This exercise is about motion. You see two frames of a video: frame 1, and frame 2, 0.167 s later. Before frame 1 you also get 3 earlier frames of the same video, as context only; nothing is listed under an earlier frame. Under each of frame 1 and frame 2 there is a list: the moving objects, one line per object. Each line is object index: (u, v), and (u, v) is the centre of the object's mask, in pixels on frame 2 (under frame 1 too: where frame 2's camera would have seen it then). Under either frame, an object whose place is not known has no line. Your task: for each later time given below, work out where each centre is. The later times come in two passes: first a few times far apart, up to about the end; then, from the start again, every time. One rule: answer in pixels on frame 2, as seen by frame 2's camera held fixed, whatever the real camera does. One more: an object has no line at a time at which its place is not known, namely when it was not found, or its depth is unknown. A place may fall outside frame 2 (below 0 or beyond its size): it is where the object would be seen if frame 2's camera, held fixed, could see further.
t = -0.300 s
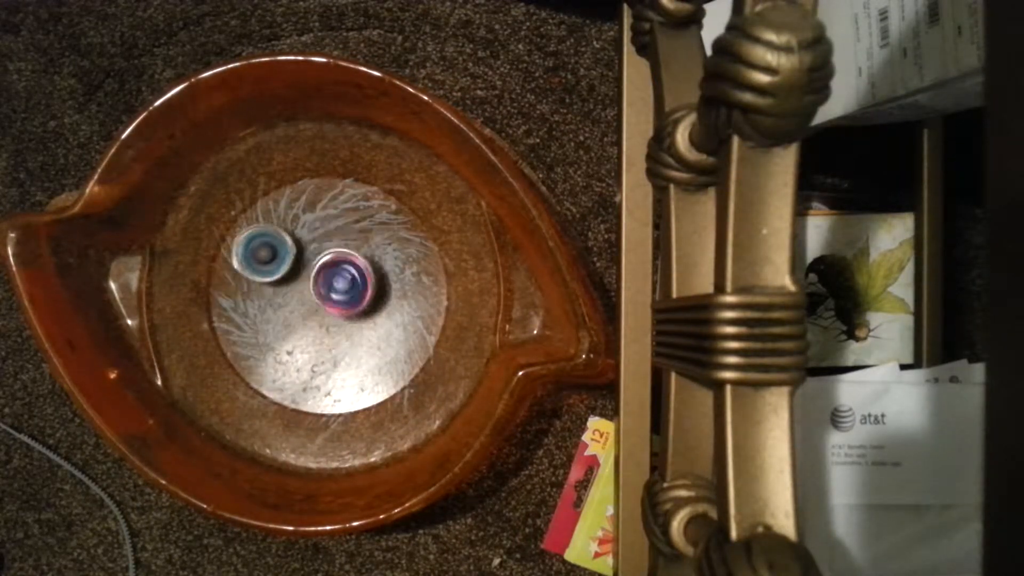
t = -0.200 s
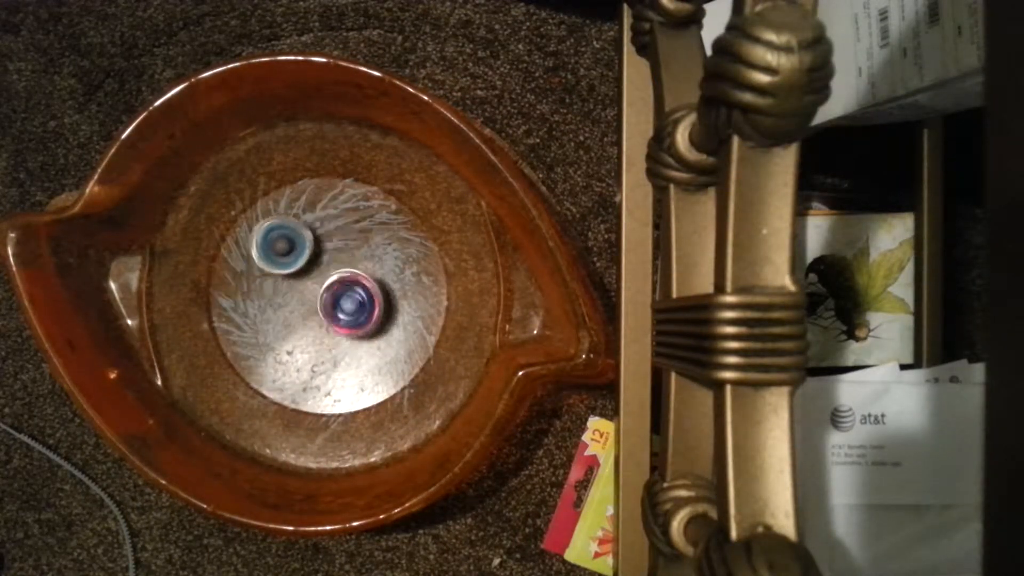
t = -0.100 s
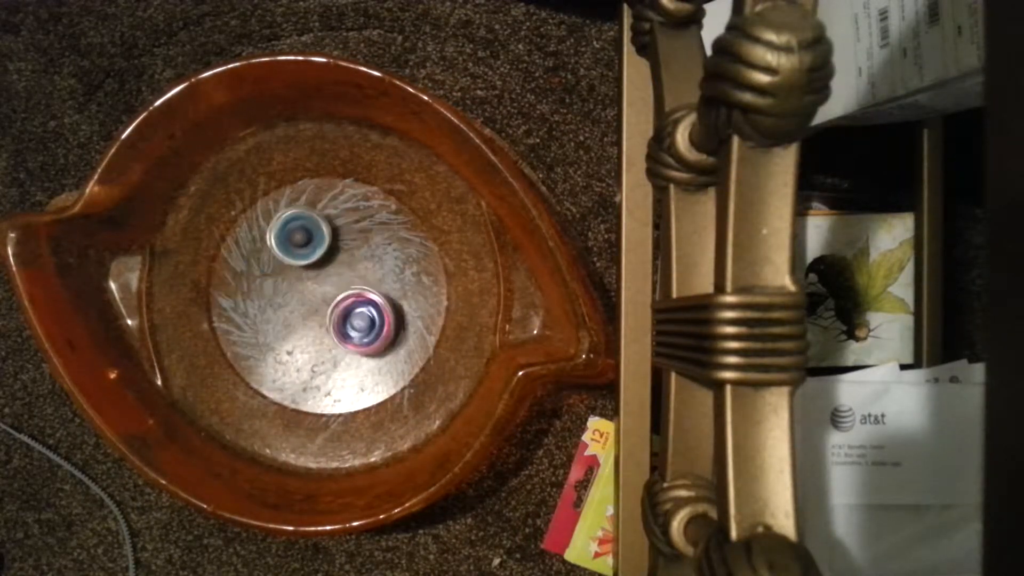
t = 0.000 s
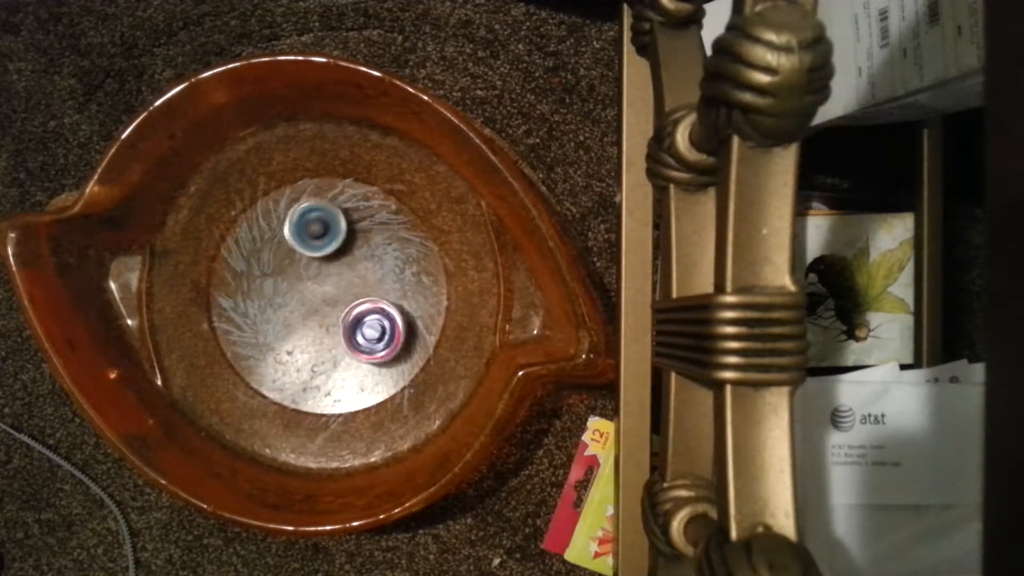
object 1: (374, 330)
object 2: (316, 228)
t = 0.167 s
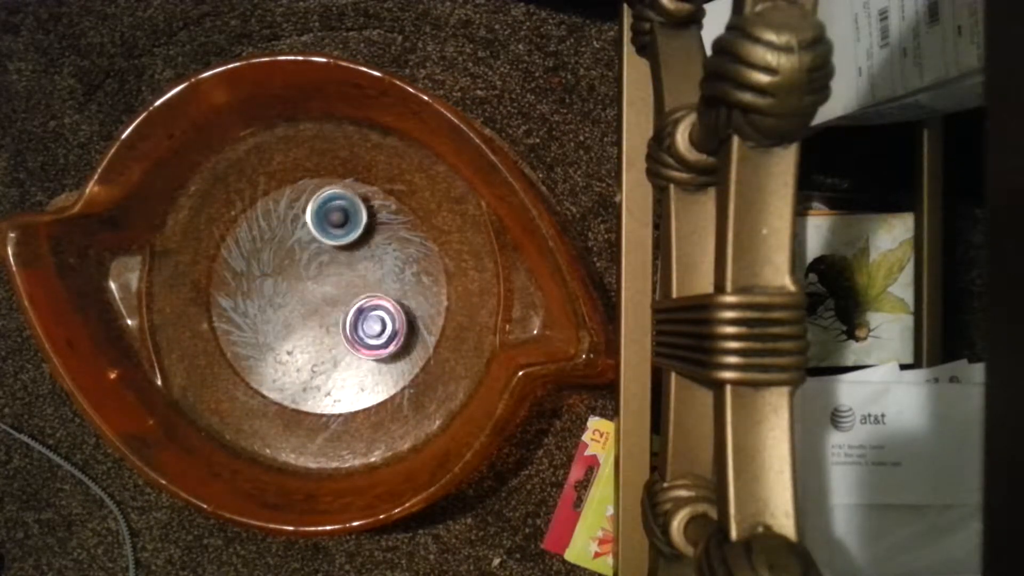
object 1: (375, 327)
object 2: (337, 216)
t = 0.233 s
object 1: (370, 323)
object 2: (342, 215)
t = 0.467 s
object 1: (324, 318)
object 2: (349, 235)
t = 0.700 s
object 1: (278, 332)
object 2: (359, 285)
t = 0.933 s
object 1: (265, 350)
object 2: (377, 320)
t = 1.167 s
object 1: (285, 334)
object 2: (383, 323)
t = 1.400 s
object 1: (293, 290)
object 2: (355, 321)
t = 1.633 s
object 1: (277, 256)
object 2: (328, 334)
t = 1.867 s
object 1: (276, 264)
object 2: (302, 342)
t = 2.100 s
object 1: (307, 283)
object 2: (282, 343)
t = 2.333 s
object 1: (339, 299)
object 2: (278, 338)
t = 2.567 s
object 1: (364, 306)
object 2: (284, 308)
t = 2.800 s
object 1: (357, 293)
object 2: (283, 280)
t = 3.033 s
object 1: (333, 303)
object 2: (273, 273)
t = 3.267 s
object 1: (327, 324)
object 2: (268, 283)
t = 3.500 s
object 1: (328, 336)
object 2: (263, 281)
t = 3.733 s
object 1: (327, 338)
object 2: (292, 281)
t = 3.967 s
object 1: (324, 329)
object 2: (314, 258)
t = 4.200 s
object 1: (318, 319)
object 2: (320, 249)
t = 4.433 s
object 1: (313, 311)
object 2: (319, 243)
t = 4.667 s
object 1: (295, 333)
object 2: (331, 256)
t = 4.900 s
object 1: (294, 330)
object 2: (349, 292)
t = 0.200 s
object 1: (375, 325)
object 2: (339, 215)
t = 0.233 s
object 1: (370, 323)
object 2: (342, 215)
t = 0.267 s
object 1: (366, 321)
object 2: (344, 215)
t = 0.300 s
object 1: (359, 319)
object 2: (346, 216)
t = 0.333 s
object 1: (353, 317)
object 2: (347, 217)
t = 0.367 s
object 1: (346, 317)
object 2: (348, 220)
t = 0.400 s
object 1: (340, 317)
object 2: (349, 224)
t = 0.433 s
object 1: (332, 317)
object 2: (349, 229)
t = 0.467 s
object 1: (324, 318)
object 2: (349, 235)
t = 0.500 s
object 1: (318, 319)
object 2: (349, 242)
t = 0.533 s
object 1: (311, 320)
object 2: (350, 249)
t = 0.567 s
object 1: (303, 322)
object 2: (350, 256)
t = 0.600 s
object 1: (296, 323)
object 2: (352, 263)
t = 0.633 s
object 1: (289, 326)
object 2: (354, 271)
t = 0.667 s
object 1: (283, 328)
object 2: (356, 278)
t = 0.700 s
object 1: (278, 332)
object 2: (359, 285)
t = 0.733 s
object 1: (272, 335)
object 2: (362, 292)
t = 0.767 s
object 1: (268, 338)
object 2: (365, 299)
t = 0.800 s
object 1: (266, 342)
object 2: (367, 304)
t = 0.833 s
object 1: (263, 345)
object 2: (370, 309)
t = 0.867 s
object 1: (263, 347)
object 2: (372, 313)
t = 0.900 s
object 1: (264, 349)
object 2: (375, 317)
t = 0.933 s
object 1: (265, 350)
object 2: (377, 320)
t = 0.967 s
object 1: (266, 350)
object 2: (379, 322)
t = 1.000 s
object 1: (270, 349)
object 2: (381, 324)
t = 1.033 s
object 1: (272, 347)
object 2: (383, 325)
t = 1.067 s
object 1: (275, 345)
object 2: (384, 325)
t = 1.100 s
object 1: (279, 342)
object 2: (384, 325)
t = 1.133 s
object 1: (283, 338)
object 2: (384, 324)
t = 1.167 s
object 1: (285, 334)
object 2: (383, 323)
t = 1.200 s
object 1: (288, 329)
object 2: (380, 320)
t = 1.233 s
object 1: (292, 322)
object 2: (376, 319)
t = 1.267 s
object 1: (293, 317)
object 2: (371, 318)
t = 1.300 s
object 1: (295, 309)
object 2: (365, 317)
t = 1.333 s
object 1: (296, 302)
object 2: (360, 317)
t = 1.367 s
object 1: (295, 296)
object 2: (358, 319)
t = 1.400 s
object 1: (293, 290)
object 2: (355, 321)
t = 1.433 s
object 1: (291, 285)
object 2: (351, 323)
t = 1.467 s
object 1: (288, 279)
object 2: (347, 325)
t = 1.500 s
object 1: (285, 272)
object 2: (345, 327)
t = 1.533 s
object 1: (283, 267)
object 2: (341, 329)
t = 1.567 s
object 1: (281, 263)
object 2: (337, 330)
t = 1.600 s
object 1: (279, 259)
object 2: (333, 332)
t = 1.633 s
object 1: (277, 256)
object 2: (328, 334)
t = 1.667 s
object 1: (274, 253)
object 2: (325, 336)
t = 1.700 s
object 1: (273, 252)
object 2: (321, 337)
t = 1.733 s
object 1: (270, 253)
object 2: (317, 339)
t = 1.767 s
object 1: (271, 256)
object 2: (313, 340)
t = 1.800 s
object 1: (270, 258)
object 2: (310, 341)
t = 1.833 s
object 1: (273, 261)
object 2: (306, 341)
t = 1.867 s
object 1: (276, 264)
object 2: (302, 342)
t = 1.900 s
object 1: (280, 266)
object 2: (299, 342)
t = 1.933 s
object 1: (284, 270)
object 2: (296, 343)
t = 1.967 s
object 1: (289, 274)
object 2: (293, 343)
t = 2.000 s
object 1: (292, 276)
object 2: (290, 343)
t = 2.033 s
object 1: (297, 278)
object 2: (287, 343)
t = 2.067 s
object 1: (302, 280)
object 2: (284, 343)
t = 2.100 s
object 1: (307, 283)
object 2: (282, 343)
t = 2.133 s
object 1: (312, 286)
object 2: (279, 342)
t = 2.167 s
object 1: (316, 287)
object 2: (278, 343)
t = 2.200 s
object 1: (320, 289)
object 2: (276, 343)
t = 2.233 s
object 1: (325, 292)
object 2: (276, 343)
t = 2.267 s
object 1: (330, 294)
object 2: (275, 342)
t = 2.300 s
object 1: (335, 296)
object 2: (277, 340)
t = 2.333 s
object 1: (339, 299)
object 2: (278, 338)
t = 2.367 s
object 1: (343, 301)
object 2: (279, 335)
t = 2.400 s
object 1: (346, 303)
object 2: (280, 332)
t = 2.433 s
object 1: (351, 304)
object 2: (281, 327)
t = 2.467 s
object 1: (355, 306)
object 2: (283, 323)
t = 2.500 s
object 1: (356, 306)
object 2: (283, 318)
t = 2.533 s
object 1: (361, 306)
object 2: (284, 313)
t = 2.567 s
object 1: (364, 306)
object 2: (284, 308)
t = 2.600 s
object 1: (366, 305)
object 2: (285, 303)
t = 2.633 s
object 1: (367, 303)
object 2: (285, 299)
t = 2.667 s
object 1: (367, 300)
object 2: (285, 294)
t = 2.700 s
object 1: (366, 297)
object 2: (285, 290)
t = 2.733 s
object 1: (364, 295)
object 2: (284, 286)
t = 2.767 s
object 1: (360, 293)
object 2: (284, 283)
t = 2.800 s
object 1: (357, 293)
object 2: (283, 280)
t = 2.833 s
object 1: (353, 293)
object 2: (282, 278)
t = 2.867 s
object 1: (348, 294)
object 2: (280, 276)
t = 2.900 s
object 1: (345, 295)
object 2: (279, 275)
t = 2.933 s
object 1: (341, 295)
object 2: (278, 275)
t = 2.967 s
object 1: (338, 297)
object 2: (277, 274)
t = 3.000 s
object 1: (334, 299)
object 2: (276, 274)
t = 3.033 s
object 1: (333, 303)
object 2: (273, 273)
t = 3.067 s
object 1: (331, 307)
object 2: (271, 273)
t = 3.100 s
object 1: (328, 310)
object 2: (268, 275)
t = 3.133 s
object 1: (329, 312)
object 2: (267, 277)
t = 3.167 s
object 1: (329, 316)
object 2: (267, 281)
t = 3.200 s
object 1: (327, 317)
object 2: (268, 283)
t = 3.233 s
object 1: (325, 319)
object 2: (269, 285)
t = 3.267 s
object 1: (327, 324)
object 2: (268, 283)
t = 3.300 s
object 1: (329, 329)
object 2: (266, 280)
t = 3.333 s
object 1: (328, 330)
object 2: (263, 278)
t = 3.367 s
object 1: (329, 330)
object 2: (262, 278)
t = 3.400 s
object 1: (329, 332)
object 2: (261, 278)
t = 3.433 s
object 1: (330, 334)
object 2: (261, 279)
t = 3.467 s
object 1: (329, 335)
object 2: (261, 280)
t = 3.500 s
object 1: (328, 336)
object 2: (263, 281)
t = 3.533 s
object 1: (328, 337)
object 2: (265, 282)
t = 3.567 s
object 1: (328, 337)
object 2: (268, 283)
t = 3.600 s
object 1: (327, 338)
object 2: (271, 283)
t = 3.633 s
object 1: (327, 338)
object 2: (278, 285)
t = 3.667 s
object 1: (326, 337)
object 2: (282, 285)
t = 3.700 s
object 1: (326, 337)
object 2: (289, 285)
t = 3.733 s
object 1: (327, 338)
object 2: (292, 281)
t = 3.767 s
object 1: (326, 338)
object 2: (298, 278)
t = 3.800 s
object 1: (327, 338)
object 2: (301, 274)
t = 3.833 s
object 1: (328, 336)
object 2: (306, 271)
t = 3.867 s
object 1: (326, 334)
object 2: (309, 268)
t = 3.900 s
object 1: (327, 332)
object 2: (309, 264)
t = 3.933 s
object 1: (326, 331)
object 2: (312, 262)
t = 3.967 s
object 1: (324, 329)
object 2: (314, 258)
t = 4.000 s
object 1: (321, 325)
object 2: (316, 256)
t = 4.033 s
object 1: (322, 322)
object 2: (318, 253)
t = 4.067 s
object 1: (322, 322)
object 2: (319, 252)
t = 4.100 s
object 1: (321, 321)
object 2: (320, 250)
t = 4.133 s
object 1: (321, 321)
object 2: (320, 249)
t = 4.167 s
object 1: (318, 321)
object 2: (320, 248)
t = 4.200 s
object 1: (318, 319)
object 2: (320, 249)
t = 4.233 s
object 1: (319, 316)
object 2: (319, 249)
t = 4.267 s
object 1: (320, 315)
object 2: (320, 247)
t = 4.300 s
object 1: (318, 314)
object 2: (321, 243)
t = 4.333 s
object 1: (318, 314)
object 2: (321, 242)
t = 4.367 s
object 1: (316, 313)
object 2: (320, 242)
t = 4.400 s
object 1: (314, 312)
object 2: (320, 242)
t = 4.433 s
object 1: (313, 311)
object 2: (319, 243)
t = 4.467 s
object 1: (313, 310)
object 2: (318, 245)
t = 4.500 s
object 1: (312, 311)
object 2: (318, 247)
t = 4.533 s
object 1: (307, 317)
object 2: (321, 244)
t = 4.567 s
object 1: (301, 323)
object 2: (325, 243)
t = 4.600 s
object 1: (296, 329)
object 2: (327, 246)
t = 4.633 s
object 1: (295, 333)
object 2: (329, 251)
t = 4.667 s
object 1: (295, 333)
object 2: (331, 256)
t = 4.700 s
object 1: (294, 331)
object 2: (333, 261)
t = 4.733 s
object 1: (290, 329)
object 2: (336, 267)
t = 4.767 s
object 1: (287, 328)
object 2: (338, 271)
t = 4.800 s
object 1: (288, 327)
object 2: (341, 277)
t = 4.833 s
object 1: (289, 328)
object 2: (344, 282)
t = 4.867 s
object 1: (291, 329)
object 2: (346, 287)
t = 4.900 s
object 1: (294, 330)
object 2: (349, 292)
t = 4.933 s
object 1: (295, 332)
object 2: (351, 298)
